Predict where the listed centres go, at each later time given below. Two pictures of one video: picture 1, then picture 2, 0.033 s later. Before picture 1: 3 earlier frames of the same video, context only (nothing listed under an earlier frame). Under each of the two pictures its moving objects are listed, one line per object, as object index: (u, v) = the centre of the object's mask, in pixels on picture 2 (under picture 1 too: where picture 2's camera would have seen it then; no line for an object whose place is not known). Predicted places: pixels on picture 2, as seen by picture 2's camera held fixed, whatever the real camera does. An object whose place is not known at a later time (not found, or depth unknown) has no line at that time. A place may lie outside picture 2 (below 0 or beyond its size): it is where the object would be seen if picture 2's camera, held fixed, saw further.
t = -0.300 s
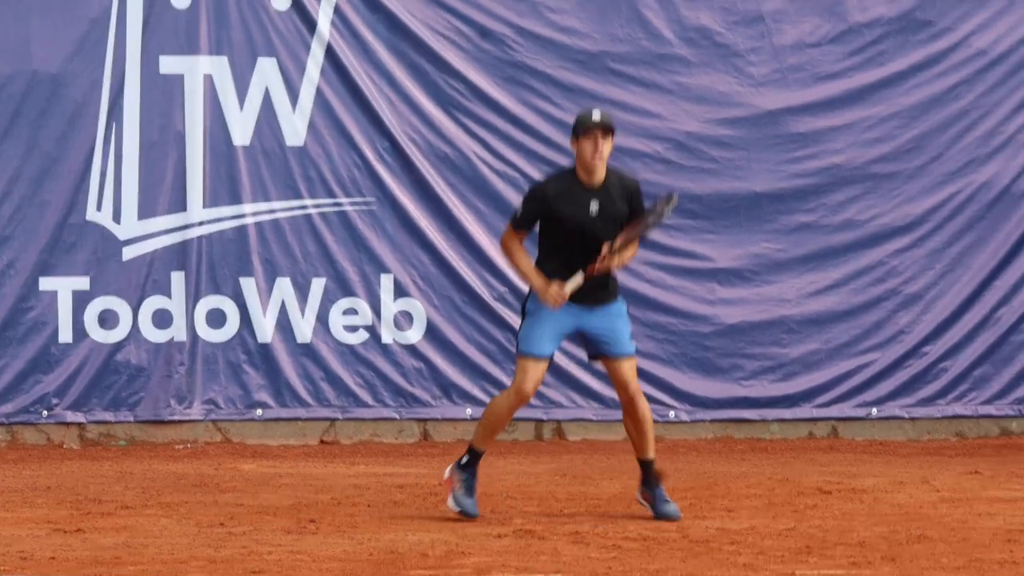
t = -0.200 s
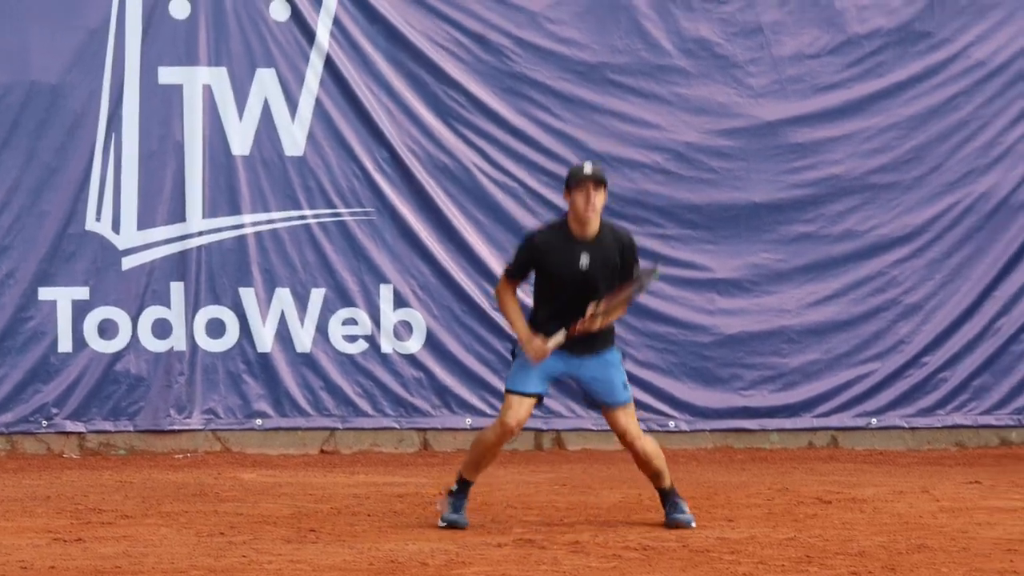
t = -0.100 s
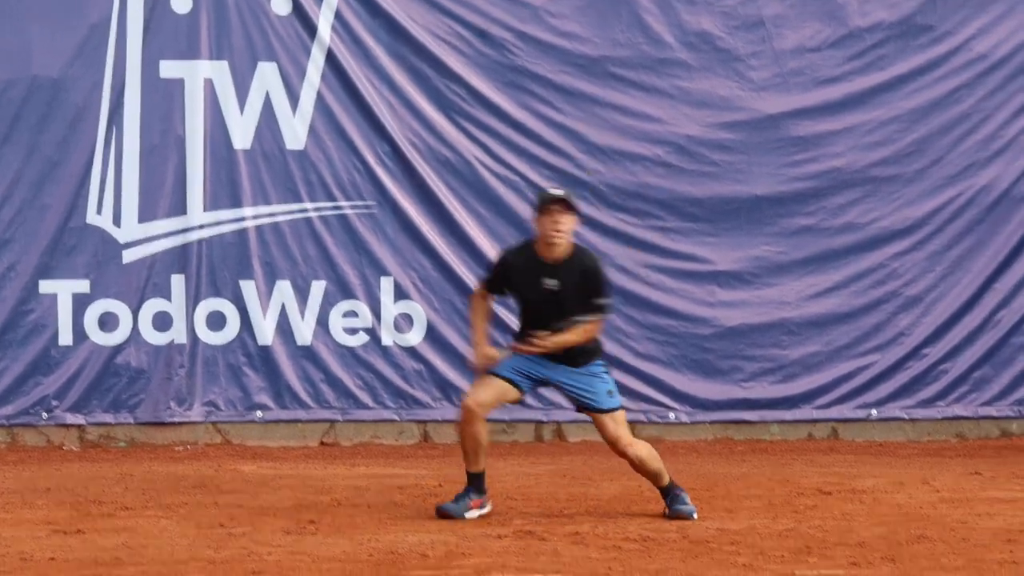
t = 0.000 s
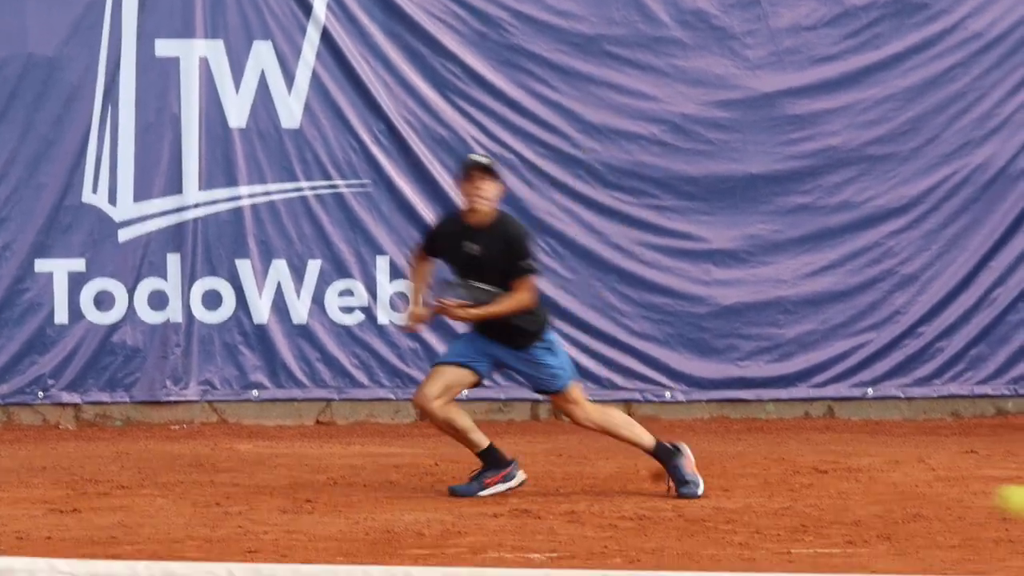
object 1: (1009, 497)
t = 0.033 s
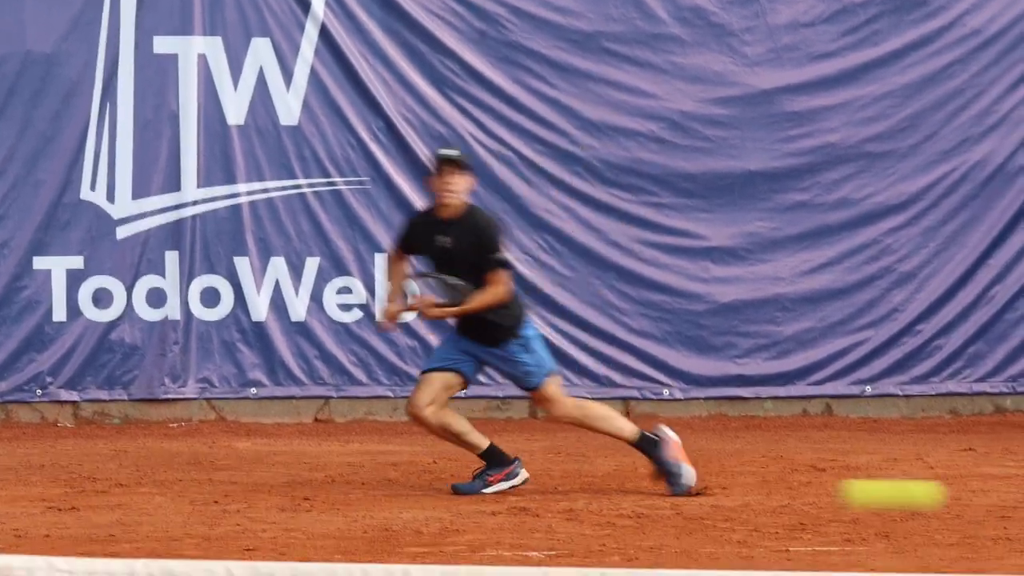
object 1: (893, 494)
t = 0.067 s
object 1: (747, 494)
